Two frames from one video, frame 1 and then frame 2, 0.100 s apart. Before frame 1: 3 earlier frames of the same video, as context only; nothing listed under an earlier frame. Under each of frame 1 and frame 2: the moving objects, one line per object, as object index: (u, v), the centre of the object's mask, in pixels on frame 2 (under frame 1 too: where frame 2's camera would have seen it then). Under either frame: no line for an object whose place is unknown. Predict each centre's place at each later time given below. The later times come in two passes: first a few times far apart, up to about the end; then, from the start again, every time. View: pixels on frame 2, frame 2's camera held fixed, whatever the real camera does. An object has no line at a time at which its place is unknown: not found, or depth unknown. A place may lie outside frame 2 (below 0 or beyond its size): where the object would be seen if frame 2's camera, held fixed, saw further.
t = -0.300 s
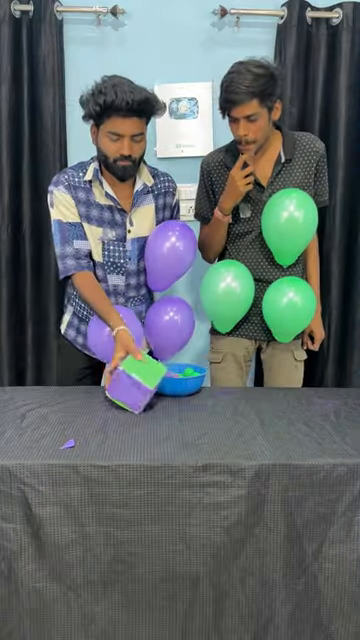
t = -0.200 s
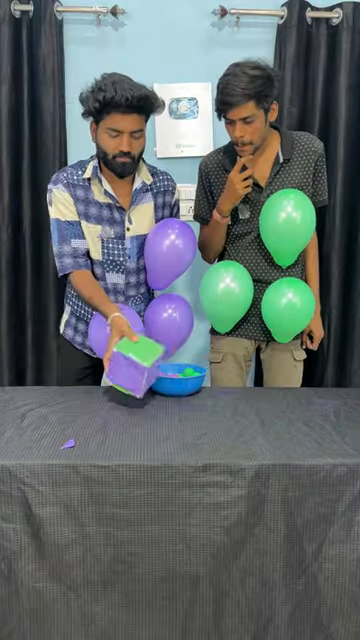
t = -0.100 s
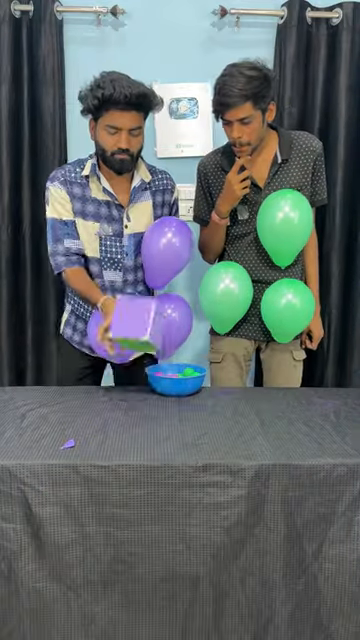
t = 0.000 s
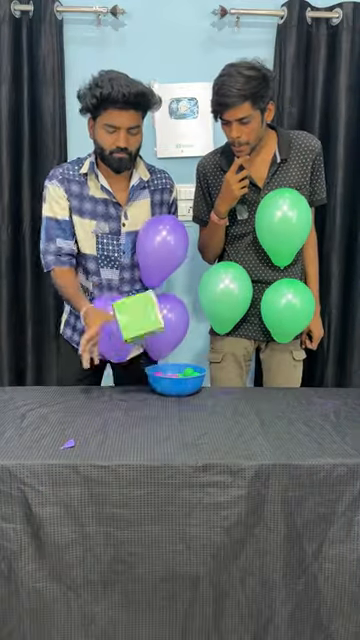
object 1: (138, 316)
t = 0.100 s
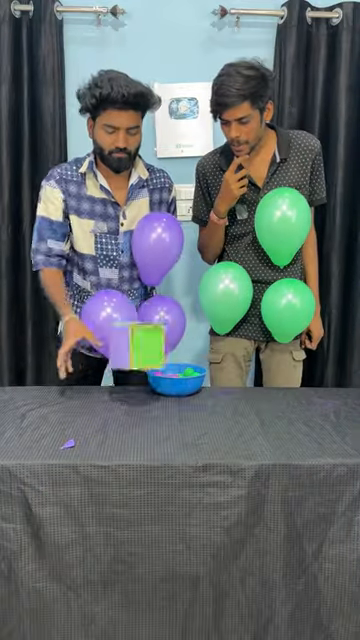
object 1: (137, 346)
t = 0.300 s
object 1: (119, 381)
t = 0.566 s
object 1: (75, 380)
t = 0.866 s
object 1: (51, 386)
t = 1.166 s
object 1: (51, 386)
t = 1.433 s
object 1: (51, 386)
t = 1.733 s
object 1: (51, 387)
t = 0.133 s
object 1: (136, 362)
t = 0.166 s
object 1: (135, 385)
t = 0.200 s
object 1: (132, 385)
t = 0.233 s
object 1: (129, 378)
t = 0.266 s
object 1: (124, 379)
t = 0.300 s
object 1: (119, 381)
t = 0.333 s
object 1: (114, 387)
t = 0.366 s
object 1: (108, 390)
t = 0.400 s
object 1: (102, 384)
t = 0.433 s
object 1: (96, 381)
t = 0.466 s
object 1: (90, 380)
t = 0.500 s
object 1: (85, 379)
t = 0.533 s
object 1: (81, 379)
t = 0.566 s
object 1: (75, 380)
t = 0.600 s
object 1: (72, 382)
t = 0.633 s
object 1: (68, 383)
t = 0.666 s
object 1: (64, 385)
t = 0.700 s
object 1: (61, 383)
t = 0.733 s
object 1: (57, 384)
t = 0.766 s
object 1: (54, 385)
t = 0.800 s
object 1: (52, 387)
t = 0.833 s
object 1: (51, 387)
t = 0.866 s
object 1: (51, 386)
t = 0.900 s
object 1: (51, 387)
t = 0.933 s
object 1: (51, 387)
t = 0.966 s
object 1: (51, 386)
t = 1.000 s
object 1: (51, 386)
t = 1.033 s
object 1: (51, 386)
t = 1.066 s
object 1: (51, 386)
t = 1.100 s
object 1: (51, 386)
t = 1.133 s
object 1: (51, 386)
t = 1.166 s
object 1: (51, 386)
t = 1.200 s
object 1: (51, 386)
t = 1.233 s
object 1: (51, 386)
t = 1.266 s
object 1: (51, 386)
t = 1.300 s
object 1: (51, 386)
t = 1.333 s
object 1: (51, 386)
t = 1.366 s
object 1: (51, 386)
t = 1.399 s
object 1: (51, 386)
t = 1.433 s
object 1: (51, 386)
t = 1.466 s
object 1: (51, 386)
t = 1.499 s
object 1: (51, 386)
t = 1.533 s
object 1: (51, 386)
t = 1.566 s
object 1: (51, 386)
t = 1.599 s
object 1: (51, 386)
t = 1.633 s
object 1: (51, 386)
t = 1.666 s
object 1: (51, 386)
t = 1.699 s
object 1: (51, 387)
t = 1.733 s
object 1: (51, 387)
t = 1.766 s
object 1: (51, 387)
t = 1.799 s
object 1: (51, 387)
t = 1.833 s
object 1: (51, 387)
